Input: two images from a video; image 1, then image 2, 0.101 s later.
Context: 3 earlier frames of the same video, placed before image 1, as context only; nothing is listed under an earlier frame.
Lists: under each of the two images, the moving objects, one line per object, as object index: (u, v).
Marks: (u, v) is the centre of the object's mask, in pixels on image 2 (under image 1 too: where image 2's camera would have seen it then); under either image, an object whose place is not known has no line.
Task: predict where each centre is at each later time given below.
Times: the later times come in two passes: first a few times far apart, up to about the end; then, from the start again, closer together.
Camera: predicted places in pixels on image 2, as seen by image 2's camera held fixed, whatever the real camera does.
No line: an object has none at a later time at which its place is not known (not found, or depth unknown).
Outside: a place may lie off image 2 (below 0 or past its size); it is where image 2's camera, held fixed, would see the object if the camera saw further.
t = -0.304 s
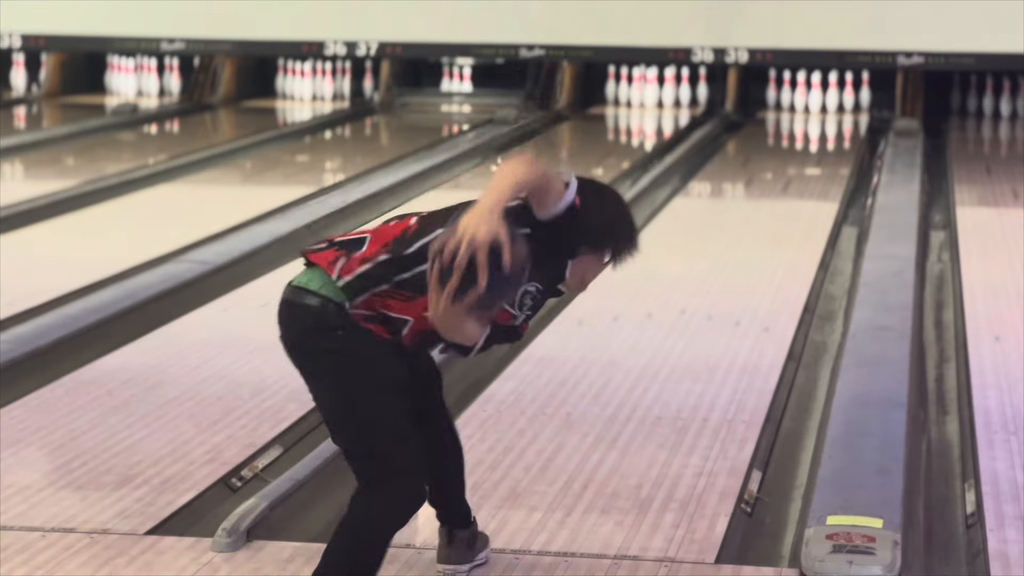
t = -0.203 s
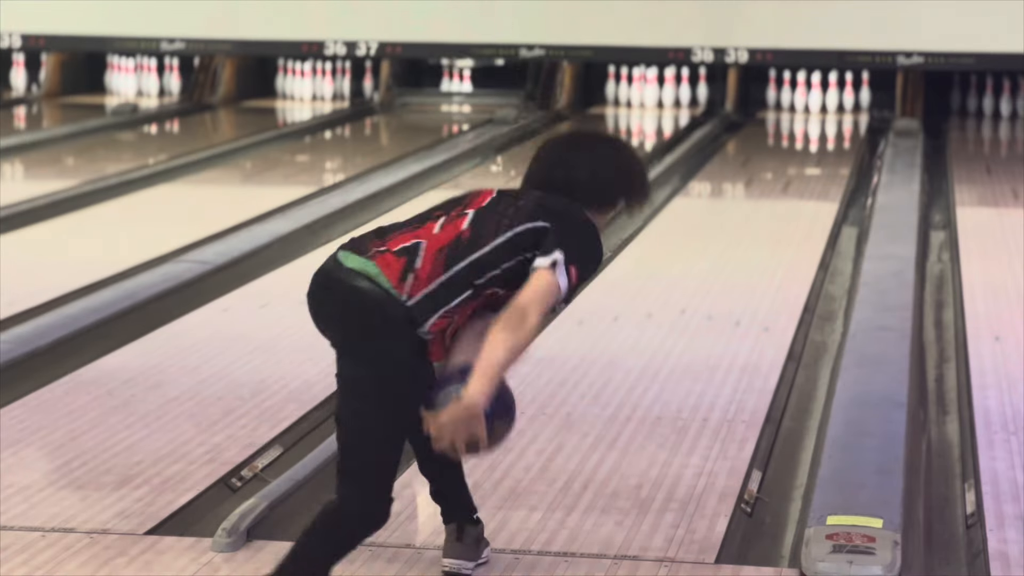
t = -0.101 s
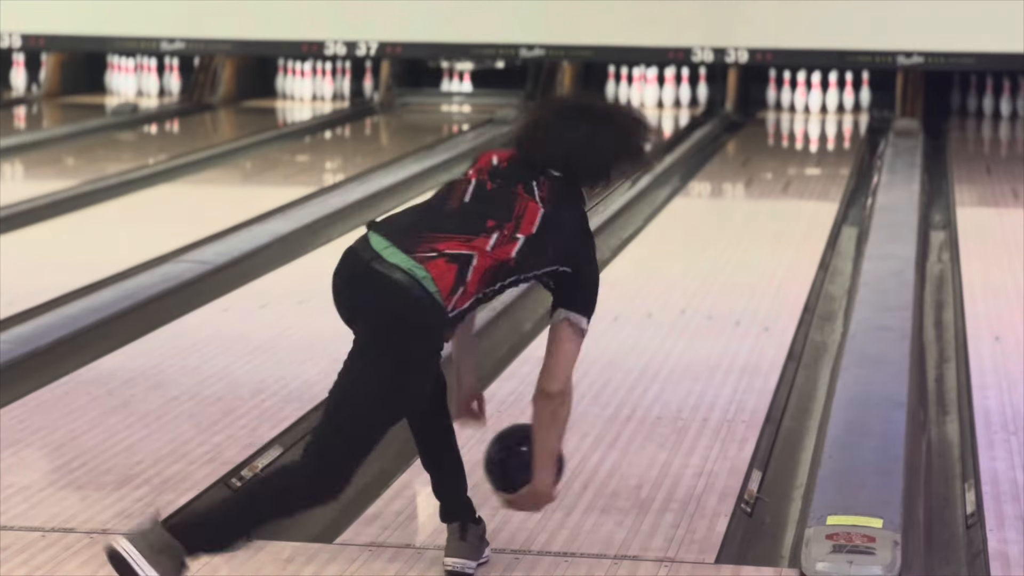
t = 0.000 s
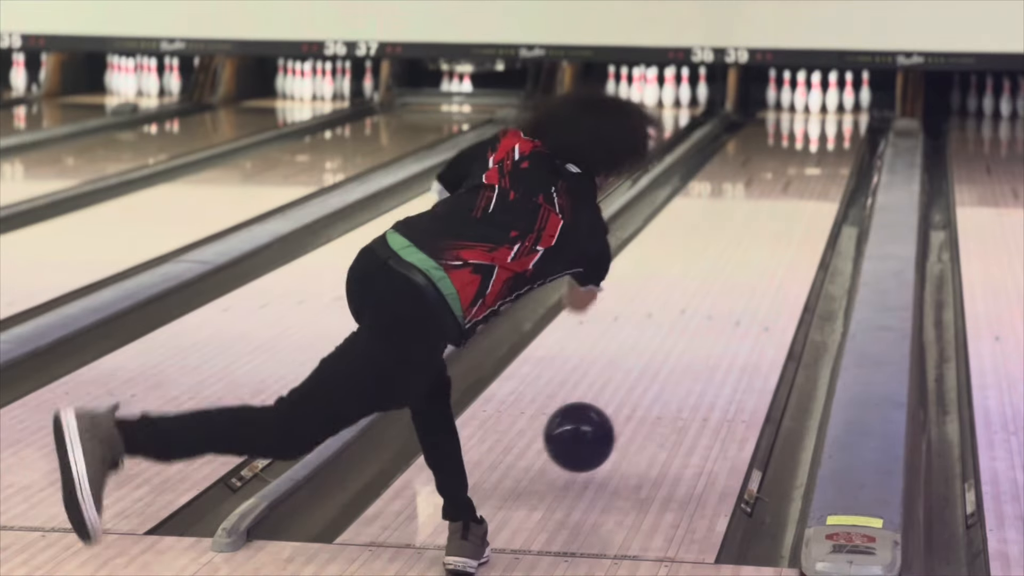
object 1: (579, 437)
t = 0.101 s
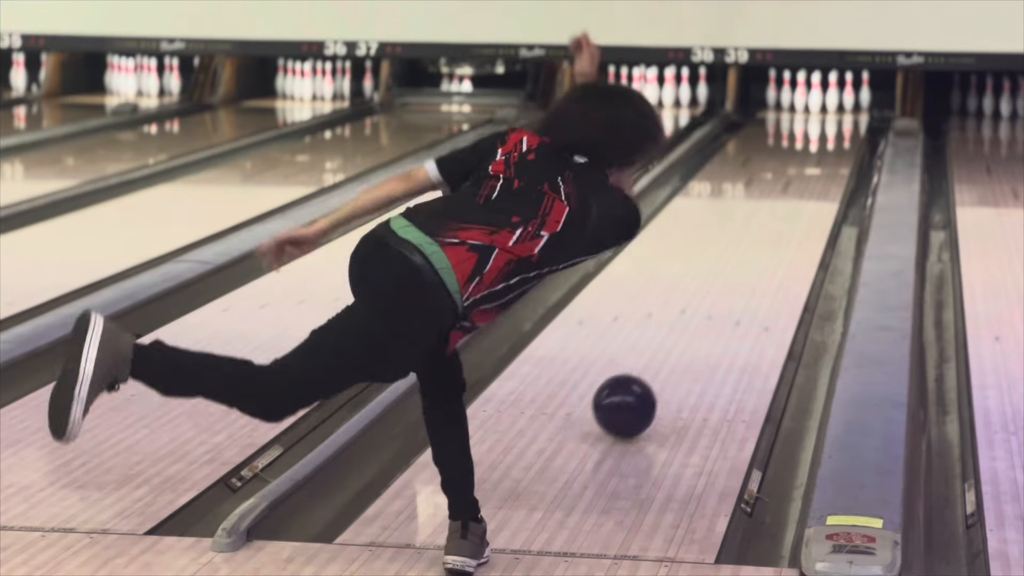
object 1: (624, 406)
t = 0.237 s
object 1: (672, 354)
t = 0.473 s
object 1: (733, 285)
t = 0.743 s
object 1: (779, 231)
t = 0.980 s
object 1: (808, 195)
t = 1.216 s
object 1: (827, 168)
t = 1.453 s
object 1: (839, 145)
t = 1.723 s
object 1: (843, 123)
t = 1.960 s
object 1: (839, 109)
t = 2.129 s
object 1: (834, 101)
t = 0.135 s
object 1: (638, 393)
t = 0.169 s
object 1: (650, 379)
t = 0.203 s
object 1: (662, 366)
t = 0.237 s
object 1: (672, 354)
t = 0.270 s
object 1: (683, 342)
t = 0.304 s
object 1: (692, 331)
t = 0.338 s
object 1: (701, 321)
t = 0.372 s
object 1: (710, 311)
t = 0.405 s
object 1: (718, 302)
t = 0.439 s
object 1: (726, 293)
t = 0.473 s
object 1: (733, 285)
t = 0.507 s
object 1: (740, 277)
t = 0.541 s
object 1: (746, 269)
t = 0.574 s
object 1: (753, 262)
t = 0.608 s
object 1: (758, 255)
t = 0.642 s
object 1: (764, 249)
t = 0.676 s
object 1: (770, 243)
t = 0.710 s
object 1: (774, 236)
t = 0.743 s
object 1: (779, 231)
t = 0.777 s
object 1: (783, 229)
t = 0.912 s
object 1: (801, 204)
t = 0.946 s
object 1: (804, 199)
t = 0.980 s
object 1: (808, 195)
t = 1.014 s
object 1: (811, 191)
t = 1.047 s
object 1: (814, 186)
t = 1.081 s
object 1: (817, 182)
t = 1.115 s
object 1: (820, 178)
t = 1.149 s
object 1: (822, 175)
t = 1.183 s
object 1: (825, 171)
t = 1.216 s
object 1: (827, 168)
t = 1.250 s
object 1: (829, 164)
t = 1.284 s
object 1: (831, 161)
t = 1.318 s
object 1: (833, 158)
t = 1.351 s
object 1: (835, 154)
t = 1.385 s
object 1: (836, 151)
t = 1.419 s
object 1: (838, 148)
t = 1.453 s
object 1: (839, 145)
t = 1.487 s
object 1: (840, 143)
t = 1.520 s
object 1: (841, 140)
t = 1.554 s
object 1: (841, 137)
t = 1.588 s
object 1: (842, 134)
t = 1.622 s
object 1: (842, 132)
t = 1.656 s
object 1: (843, 130)
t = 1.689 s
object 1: (843, 127)
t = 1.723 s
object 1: (843, 123)
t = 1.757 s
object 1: (843, 121)
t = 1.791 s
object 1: (842, 119)
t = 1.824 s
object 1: (842, 117)
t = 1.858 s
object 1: (841, 115)
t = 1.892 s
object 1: (840, 113)
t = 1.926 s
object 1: (840, 111)
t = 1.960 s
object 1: (839, 109)
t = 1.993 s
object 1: (838, 107)
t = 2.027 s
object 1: (837, 106)
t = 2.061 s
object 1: (835, 104)
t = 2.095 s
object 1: (834, 102)
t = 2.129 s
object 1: (834, 101)
